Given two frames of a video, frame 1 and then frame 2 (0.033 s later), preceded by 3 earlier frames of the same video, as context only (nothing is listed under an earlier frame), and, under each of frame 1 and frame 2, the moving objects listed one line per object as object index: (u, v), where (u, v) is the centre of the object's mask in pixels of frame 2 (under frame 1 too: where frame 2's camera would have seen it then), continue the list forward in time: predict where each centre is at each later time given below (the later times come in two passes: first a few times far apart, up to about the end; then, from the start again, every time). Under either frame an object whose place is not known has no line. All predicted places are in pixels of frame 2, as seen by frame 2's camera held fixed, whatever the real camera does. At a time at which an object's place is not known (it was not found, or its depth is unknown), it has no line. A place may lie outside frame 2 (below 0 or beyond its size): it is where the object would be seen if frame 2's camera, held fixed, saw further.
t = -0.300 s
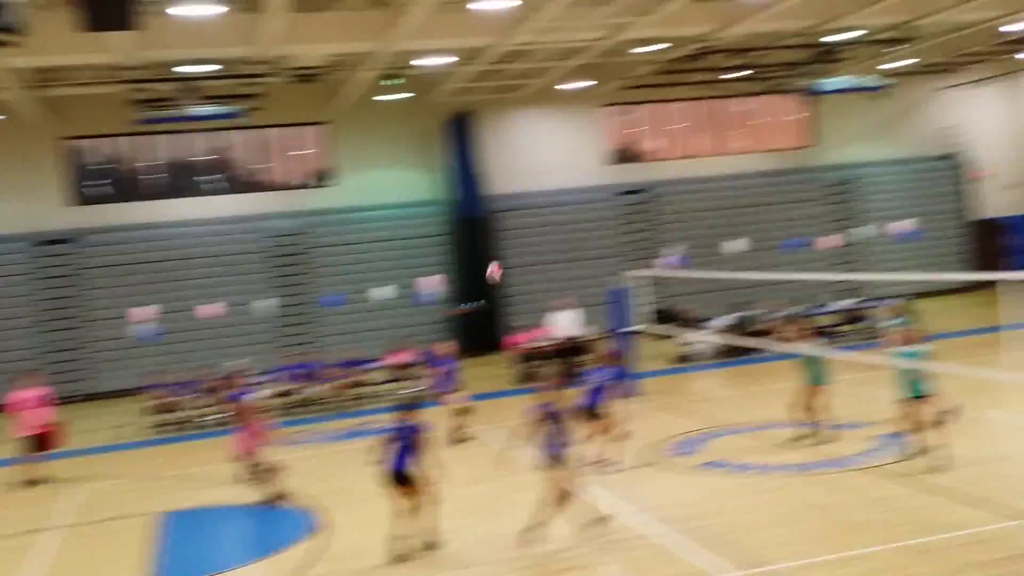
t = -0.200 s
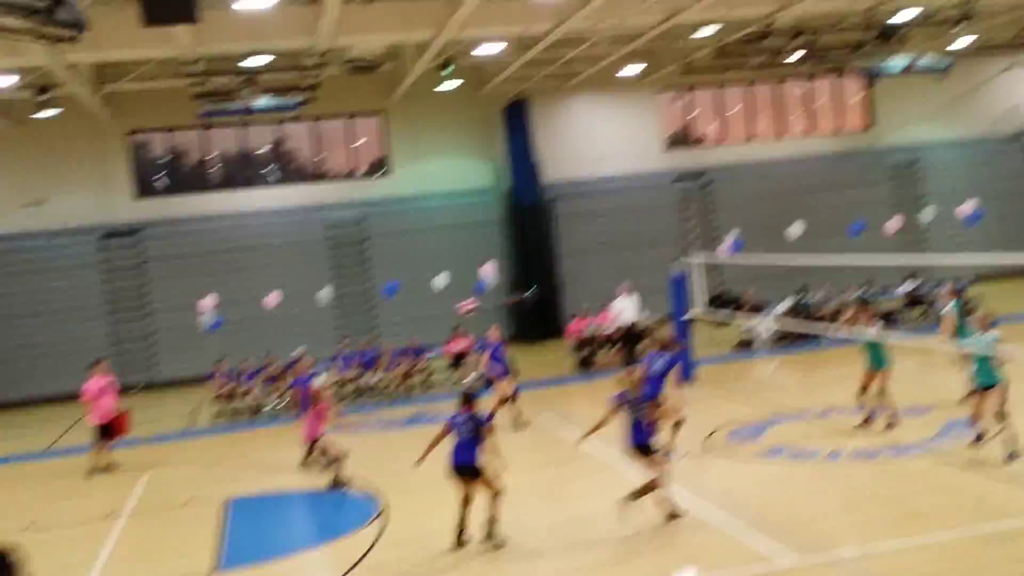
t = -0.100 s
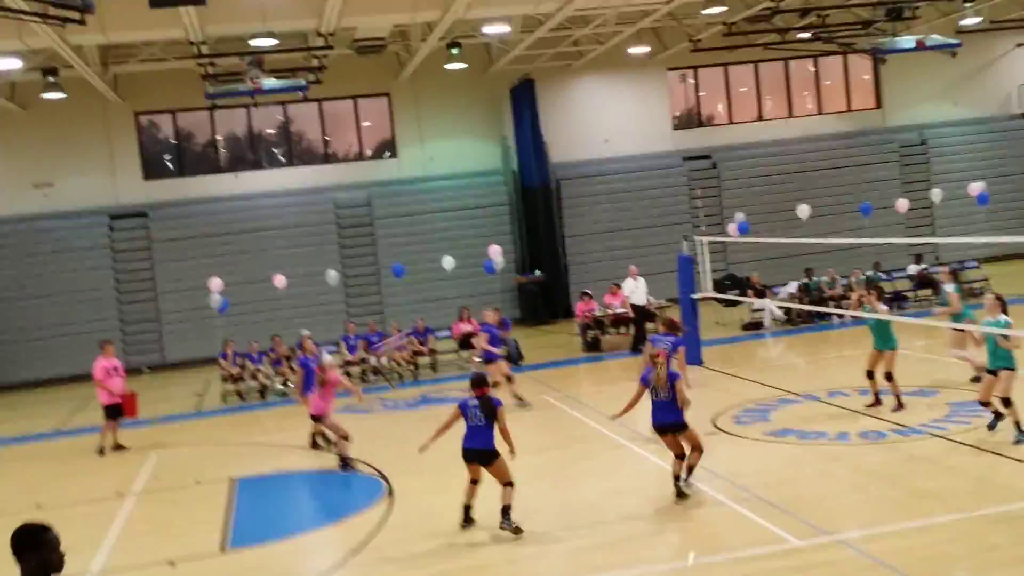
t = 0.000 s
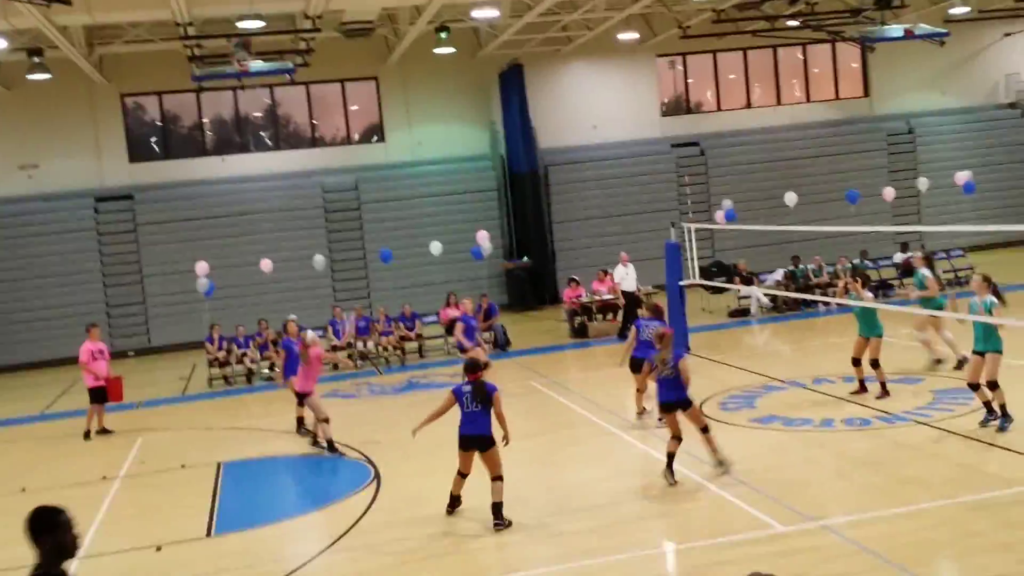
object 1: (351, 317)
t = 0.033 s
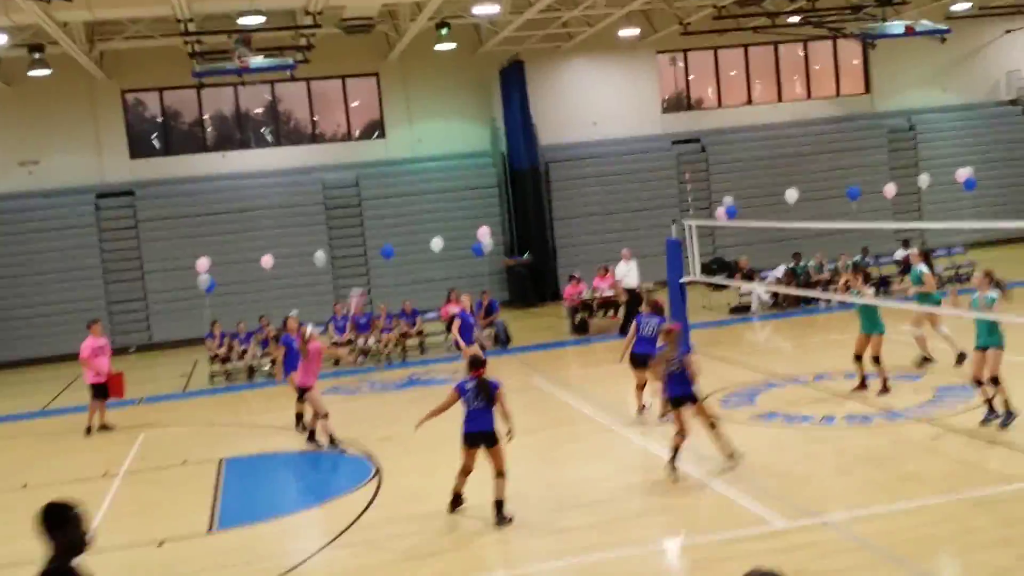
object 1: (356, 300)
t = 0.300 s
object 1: (394, 176)
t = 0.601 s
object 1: (445, 92)
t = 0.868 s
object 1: (501, 76)
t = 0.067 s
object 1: (358, 286)
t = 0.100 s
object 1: (363, 268)
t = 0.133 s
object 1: (369, 248)
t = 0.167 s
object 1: (374, 234)
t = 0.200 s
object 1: (379, 218)
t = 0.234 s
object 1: (384, 203)
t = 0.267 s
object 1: (388, 188)
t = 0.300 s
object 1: (394, 176)
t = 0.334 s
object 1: (399, 164)
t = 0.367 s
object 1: (405, 152)
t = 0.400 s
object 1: (409, 142)
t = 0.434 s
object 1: (414, 131)
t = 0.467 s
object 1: (421, 121)
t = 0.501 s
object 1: (427, 113)
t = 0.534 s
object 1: (433, 105)
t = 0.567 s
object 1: (438, 98)
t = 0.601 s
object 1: (445, 92)
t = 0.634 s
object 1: (451, 87)
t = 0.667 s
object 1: (458, 82)
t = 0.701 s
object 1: (465, 79)
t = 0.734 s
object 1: (472, 77)
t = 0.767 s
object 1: (478, 75)
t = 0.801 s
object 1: (485, 75)
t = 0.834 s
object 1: (492, 74)
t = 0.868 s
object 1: (501, 76)
